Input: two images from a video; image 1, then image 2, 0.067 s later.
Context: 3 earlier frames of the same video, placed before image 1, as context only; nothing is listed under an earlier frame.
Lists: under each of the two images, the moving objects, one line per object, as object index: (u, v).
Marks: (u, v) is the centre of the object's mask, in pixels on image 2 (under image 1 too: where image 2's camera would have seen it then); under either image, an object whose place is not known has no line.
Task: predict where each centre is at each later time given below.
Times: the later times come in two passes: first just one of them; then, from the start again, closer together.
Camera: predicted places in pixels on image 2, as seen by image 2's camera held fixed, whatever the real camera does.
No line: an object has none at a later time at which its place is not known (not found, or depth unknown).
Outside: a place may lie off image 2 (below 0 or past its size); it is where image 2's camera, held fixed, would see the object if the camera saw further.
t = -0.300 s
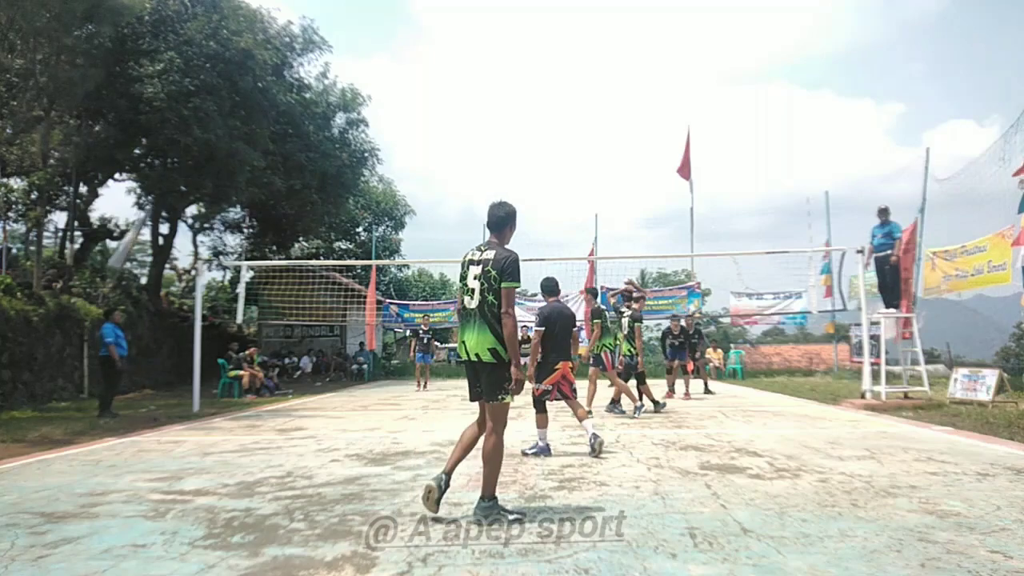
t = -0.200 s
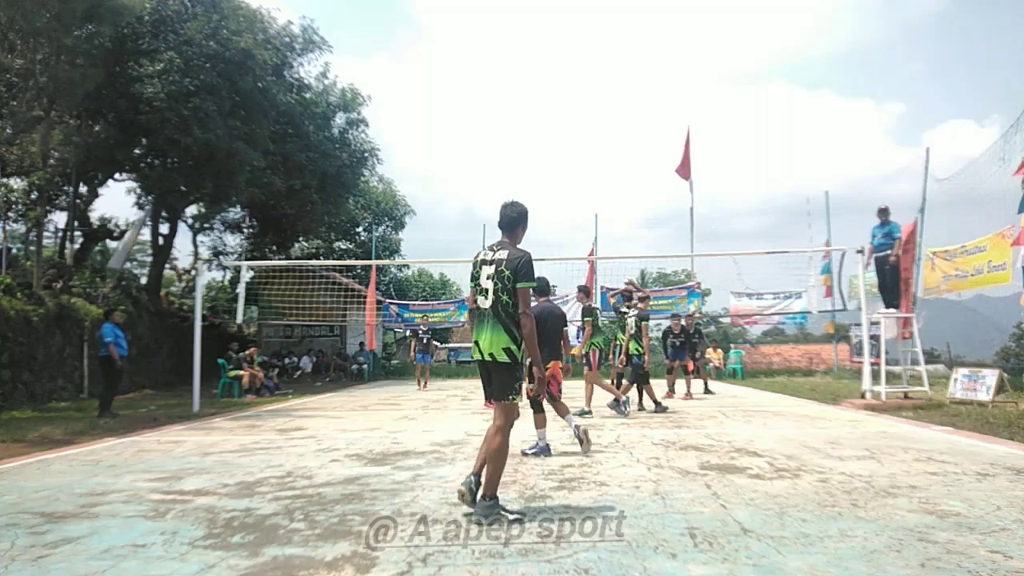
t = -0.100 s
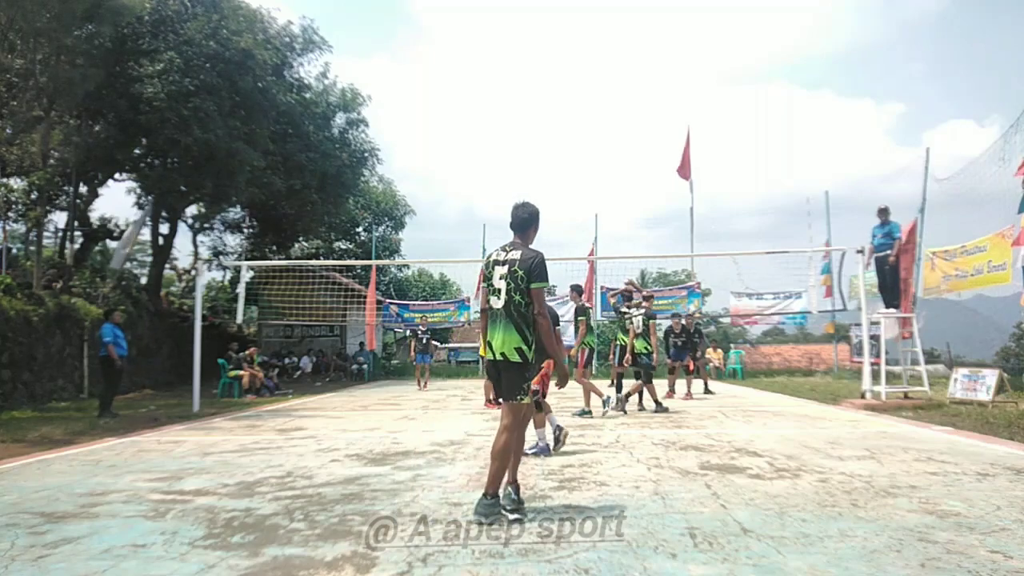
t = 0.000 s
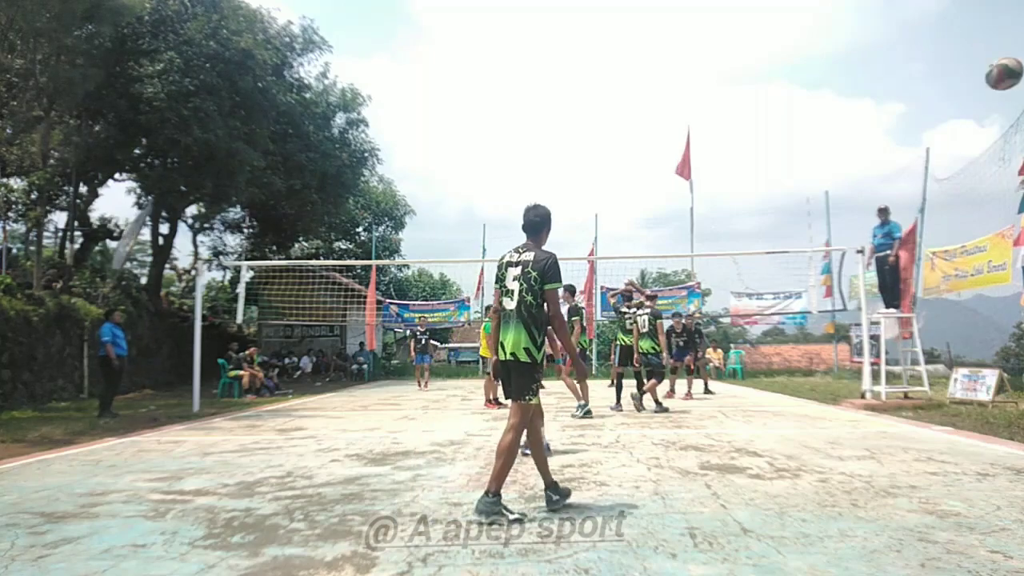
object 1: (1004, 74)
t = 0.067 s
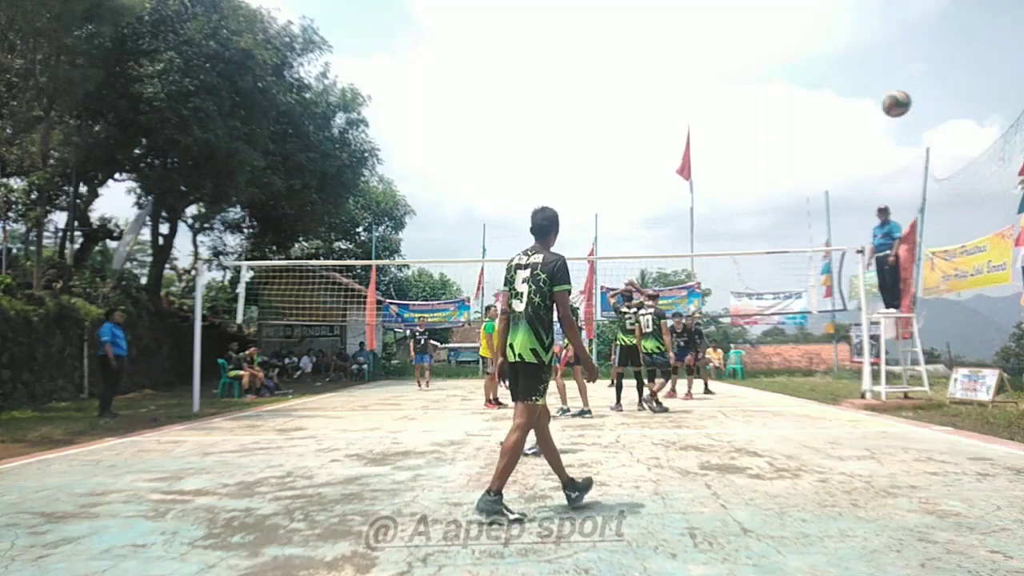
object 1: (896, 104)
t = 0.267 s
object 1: (718, 173)
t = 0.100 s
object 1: (856, 117)
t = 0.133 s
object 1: (820, 130)
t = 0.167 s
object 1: (790, 141)
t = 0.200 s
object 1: (763, 152)
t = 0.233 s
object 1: (739, 163)
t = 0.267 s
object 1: (718, 173)
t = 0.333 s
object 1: (684, 191)
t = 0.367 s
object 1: (667, 201)
